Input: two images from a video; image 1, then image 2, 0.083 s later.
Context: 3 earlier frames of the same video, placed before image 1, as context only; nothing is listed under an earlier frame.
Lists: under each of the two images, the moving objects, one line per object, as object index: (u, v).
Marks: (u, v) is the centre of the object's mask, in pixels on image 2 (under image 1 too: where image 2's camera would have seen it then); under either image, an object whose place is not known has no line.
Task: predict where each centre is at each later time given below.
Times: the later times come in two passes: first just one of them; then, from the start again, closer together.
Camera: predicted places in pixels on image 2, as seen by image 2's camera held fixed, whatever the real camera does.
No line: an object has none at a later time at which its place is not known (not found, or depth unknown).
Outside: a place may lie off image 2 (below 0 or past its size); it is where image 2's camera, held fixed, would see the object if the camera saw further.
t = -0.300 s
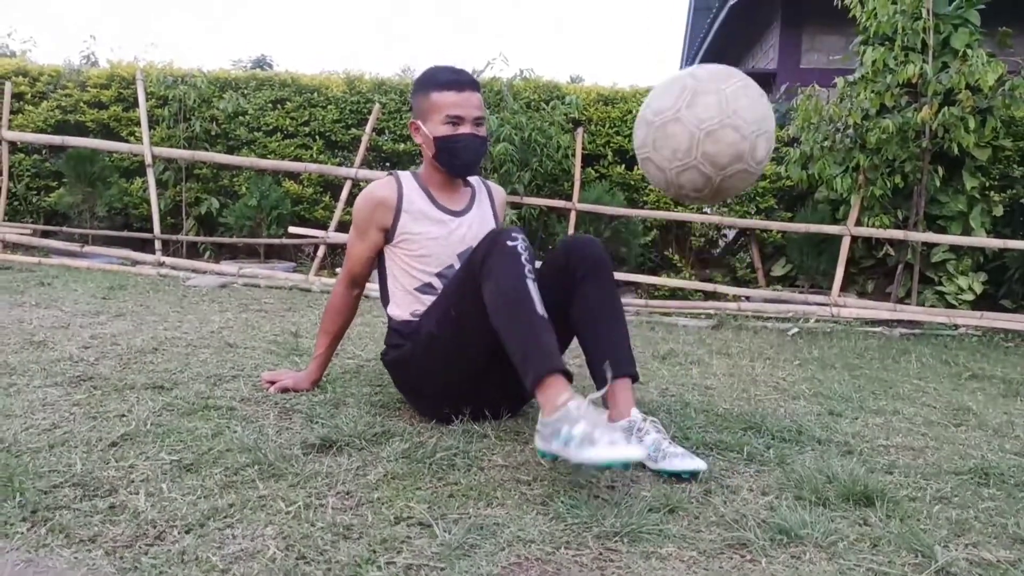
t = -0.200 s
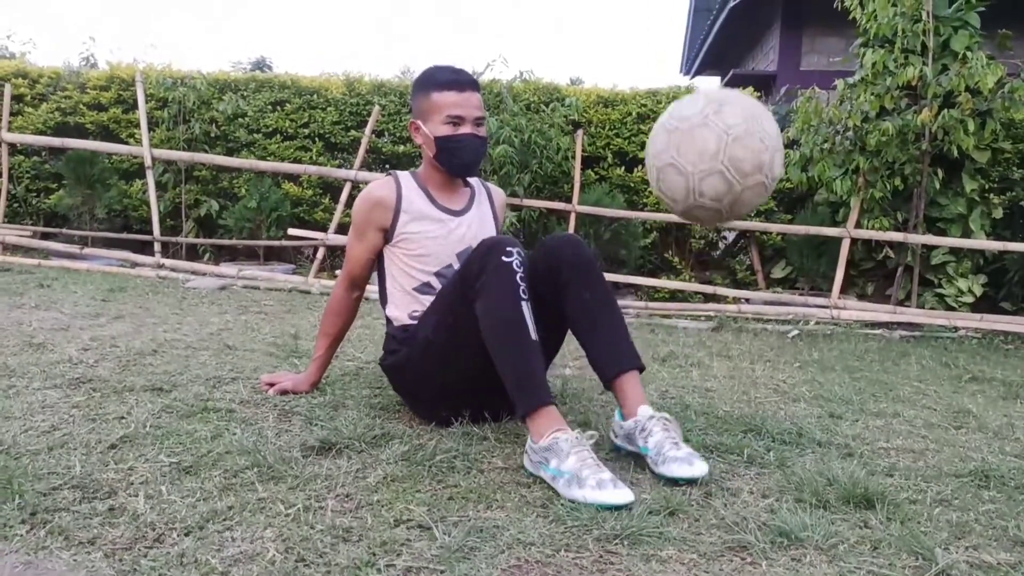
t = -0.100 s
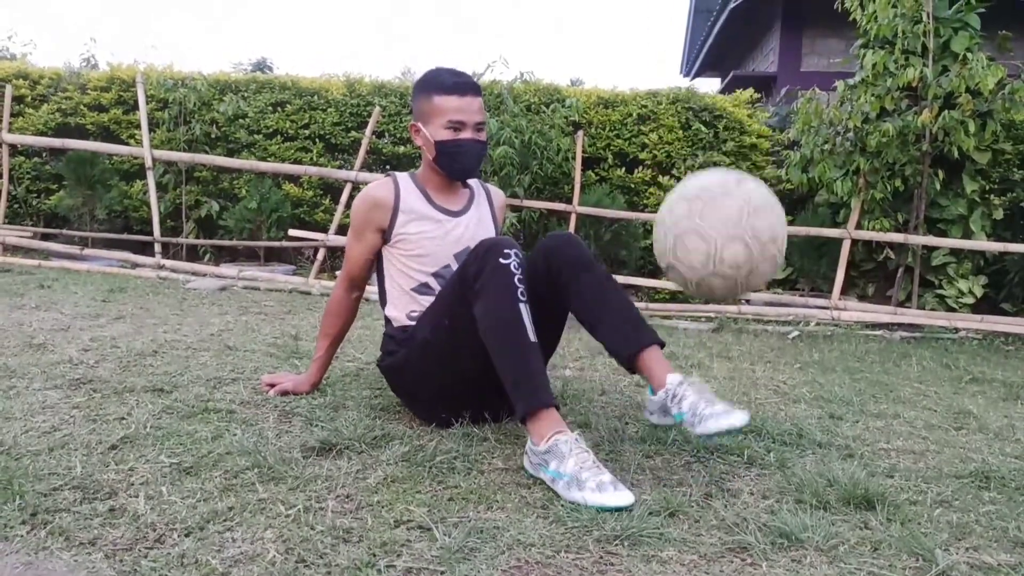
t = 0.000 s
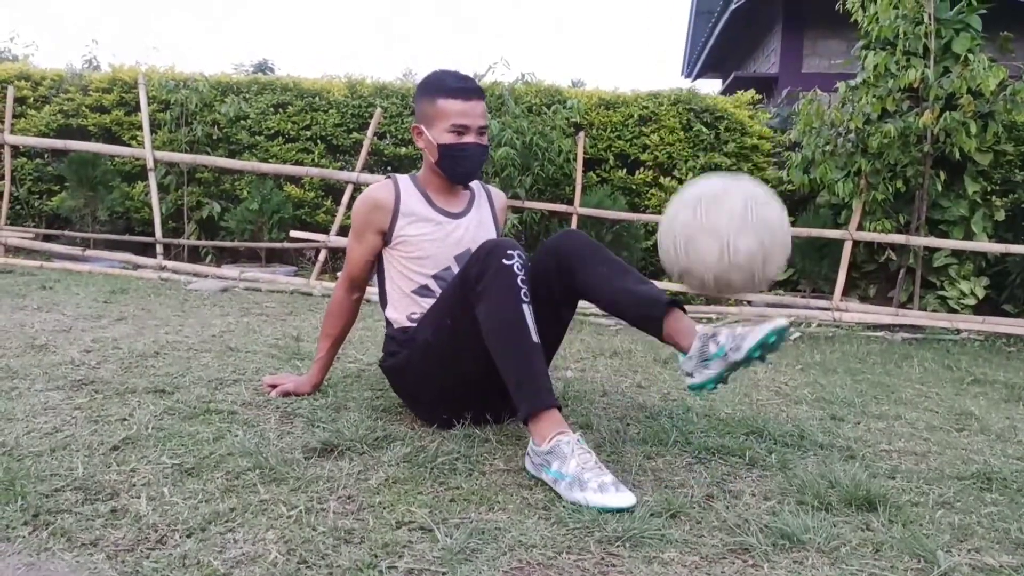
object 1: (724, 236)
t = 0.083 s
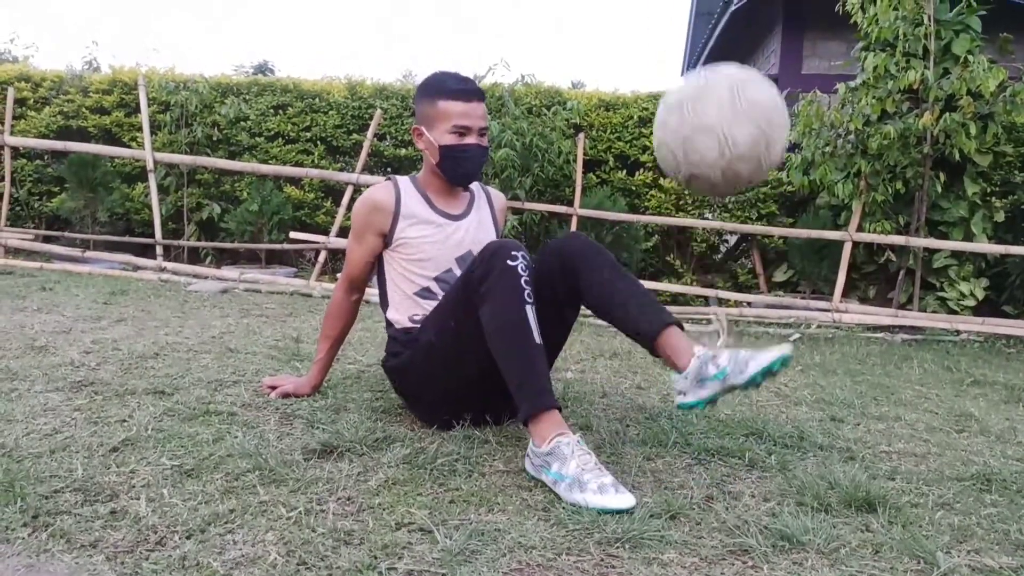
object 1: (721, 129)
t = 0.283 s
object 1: (701, 38)
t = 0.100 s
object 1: (721, 112)
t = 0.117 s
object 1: (720, 97)
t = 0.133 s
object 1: (719, 81)
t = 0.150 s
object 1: (717, 68)
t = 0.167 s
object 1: (715, 59)
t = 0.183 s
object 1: (713, 52)
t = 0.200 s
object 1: (712, 48)
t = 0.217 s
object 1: (709, 44)
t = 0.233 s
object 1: (707, 41)
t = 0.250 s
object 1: (704, 39)
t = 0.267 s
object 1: (703, 38)
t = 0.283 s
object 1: (701, 38)
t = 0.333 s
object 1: (694, 42)
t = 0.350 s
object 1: (691, 45)
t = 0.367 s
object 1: (688, 49)
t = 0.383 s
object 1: (685, 56)
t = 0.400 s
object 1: (682, 63)
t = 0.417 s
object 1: (679, 76)
